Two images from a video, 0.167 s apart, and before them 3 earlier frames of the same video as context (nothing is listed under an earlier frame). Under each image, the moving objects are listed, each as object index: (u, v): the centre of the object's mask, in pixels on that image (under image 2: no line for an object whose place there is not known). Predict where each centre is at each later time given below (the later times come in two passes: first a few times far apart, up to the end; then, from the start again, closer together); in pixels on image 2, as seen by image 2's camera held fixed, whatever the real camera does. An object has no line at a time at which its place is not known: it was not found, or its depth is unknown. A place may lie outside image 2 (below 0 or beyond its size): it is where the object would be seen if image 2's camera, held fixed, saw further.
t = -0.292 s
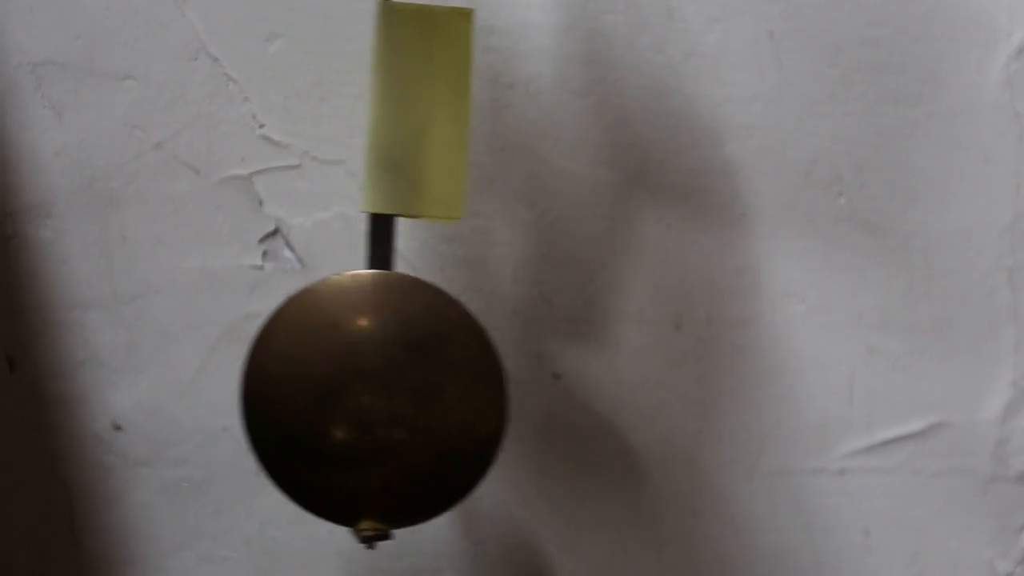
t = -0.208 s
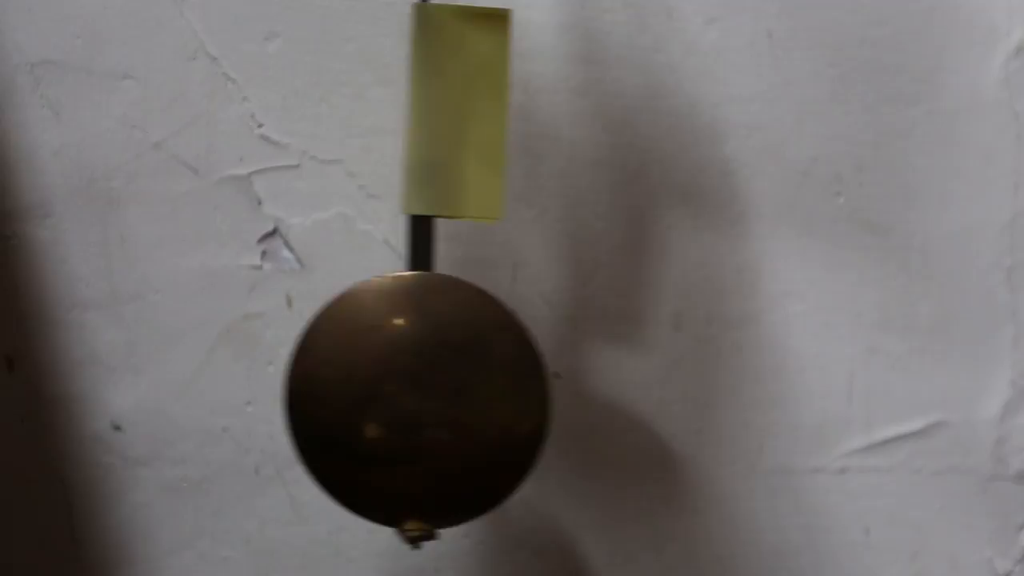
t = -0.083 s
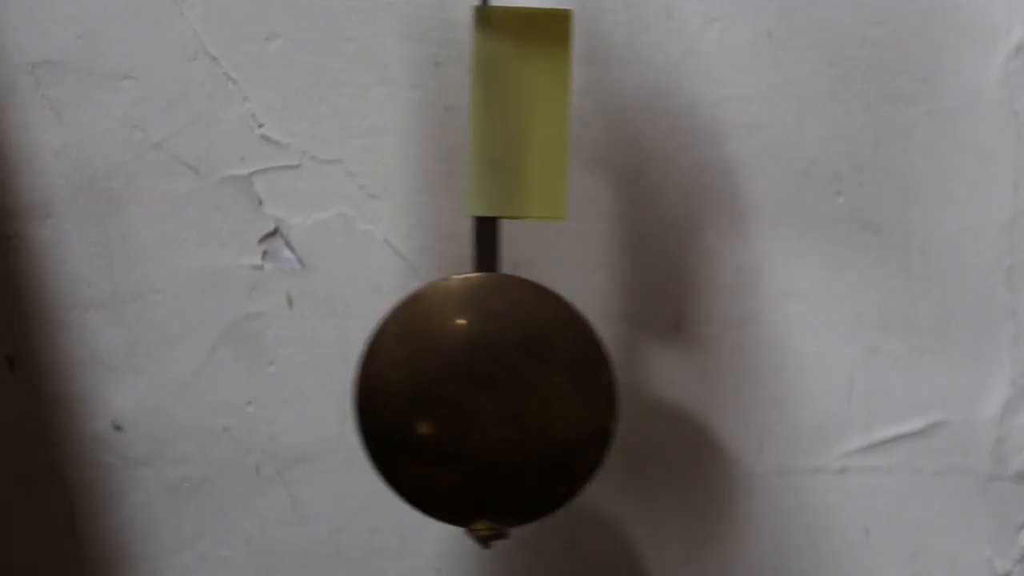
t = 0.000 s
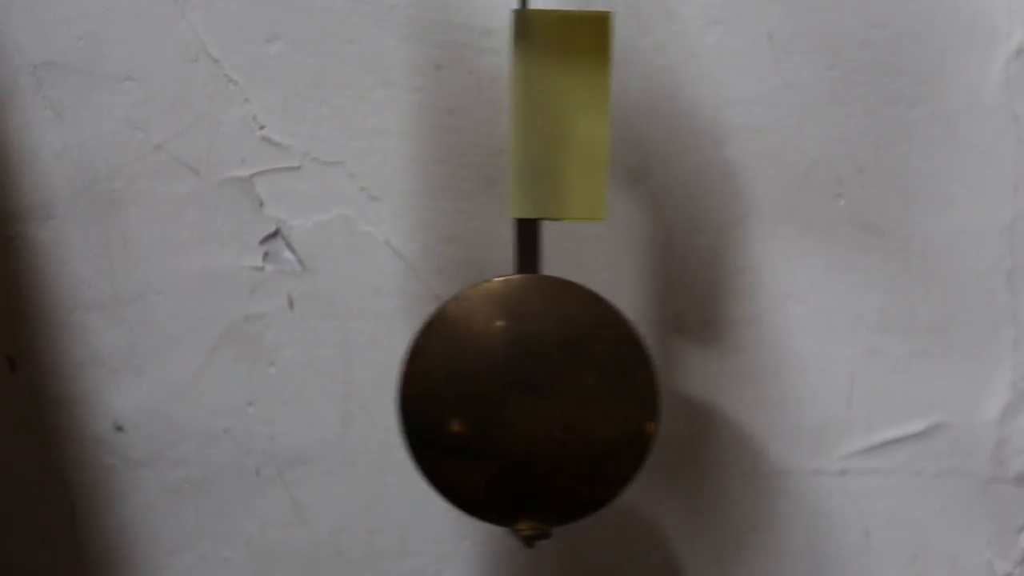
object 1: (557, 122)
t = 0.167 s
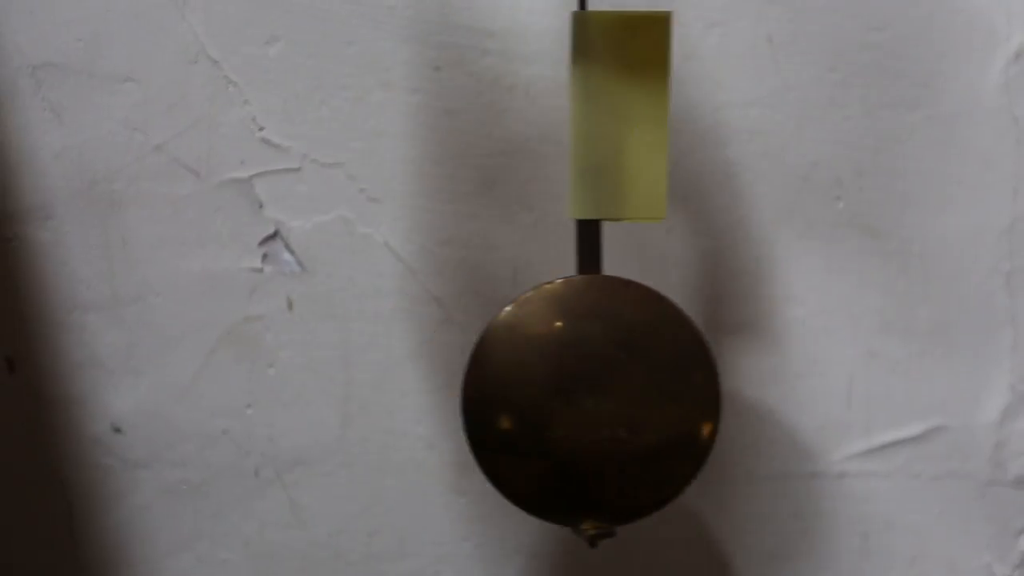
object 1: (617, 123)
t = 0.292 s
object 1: (640, 122)
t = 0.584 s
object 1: (604, 123)
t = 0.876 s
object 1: (476, 128)
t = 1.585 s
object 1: (366, 128)
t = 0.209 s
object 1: (628, 122)
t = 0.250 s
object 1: (635, 122)
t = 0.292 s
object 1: (640, 122)
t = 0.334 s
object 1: (643, 122)
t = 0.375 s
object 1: (642, 122)
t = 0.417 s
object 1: (640, 122)
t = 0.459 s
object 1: (635, 122)
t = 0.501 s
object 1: (627, 122)
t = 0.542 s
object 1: (617, 122)
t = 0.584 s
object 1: (604, 123)
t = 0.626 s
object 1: (591, 124)
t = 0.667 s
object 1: (575, 124)
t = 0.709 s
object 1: (557, 125)
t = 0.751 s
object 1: (538, 125)
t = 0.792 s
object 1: (518, 125)
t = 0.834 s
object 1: (498, 126)
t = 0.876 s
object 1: (476, 128)
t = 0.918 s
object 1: (456, 128)
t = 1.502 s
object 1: (342, 126)
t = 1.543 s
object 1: (353, 126)
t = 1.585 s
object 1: (366, 128)
